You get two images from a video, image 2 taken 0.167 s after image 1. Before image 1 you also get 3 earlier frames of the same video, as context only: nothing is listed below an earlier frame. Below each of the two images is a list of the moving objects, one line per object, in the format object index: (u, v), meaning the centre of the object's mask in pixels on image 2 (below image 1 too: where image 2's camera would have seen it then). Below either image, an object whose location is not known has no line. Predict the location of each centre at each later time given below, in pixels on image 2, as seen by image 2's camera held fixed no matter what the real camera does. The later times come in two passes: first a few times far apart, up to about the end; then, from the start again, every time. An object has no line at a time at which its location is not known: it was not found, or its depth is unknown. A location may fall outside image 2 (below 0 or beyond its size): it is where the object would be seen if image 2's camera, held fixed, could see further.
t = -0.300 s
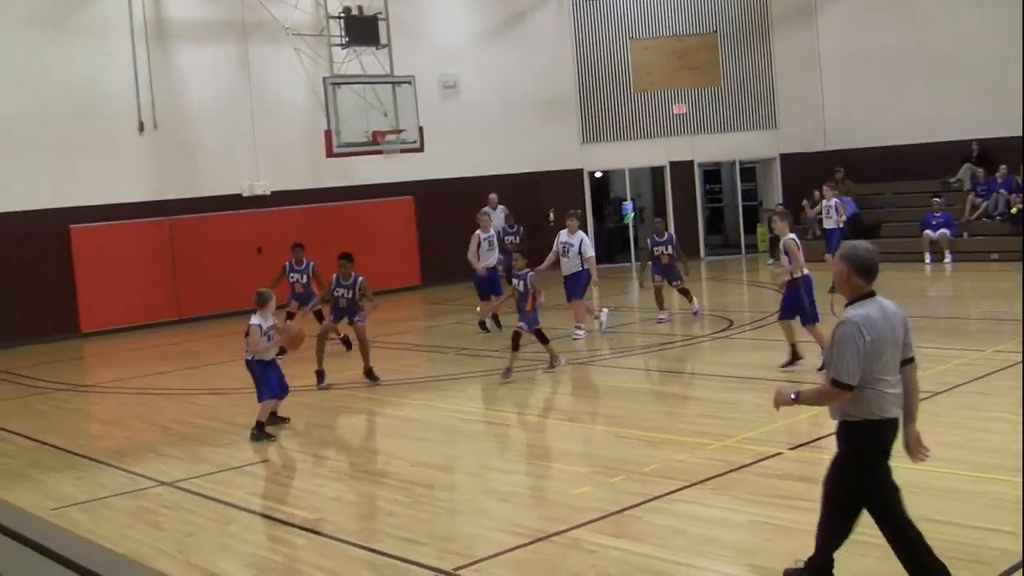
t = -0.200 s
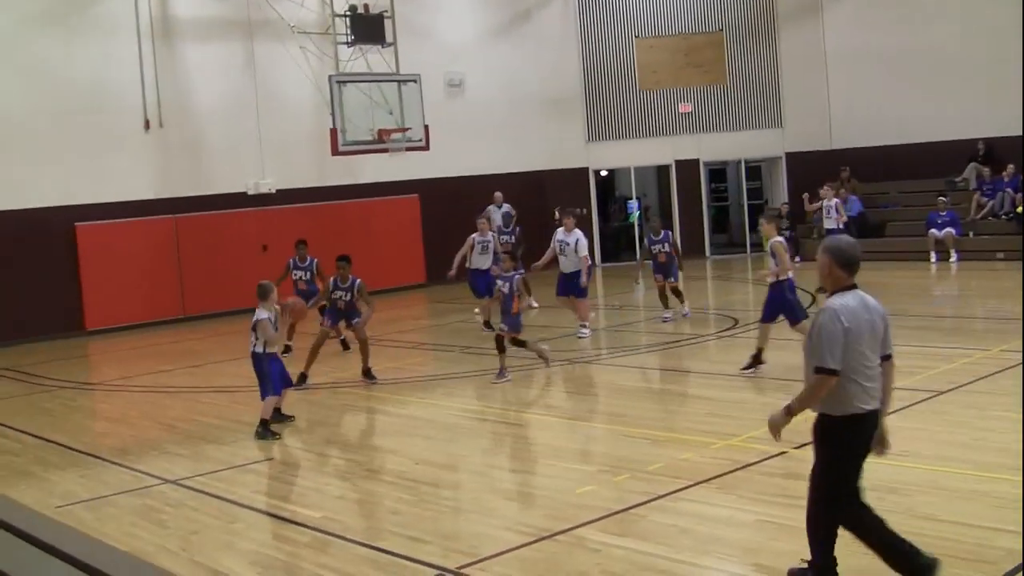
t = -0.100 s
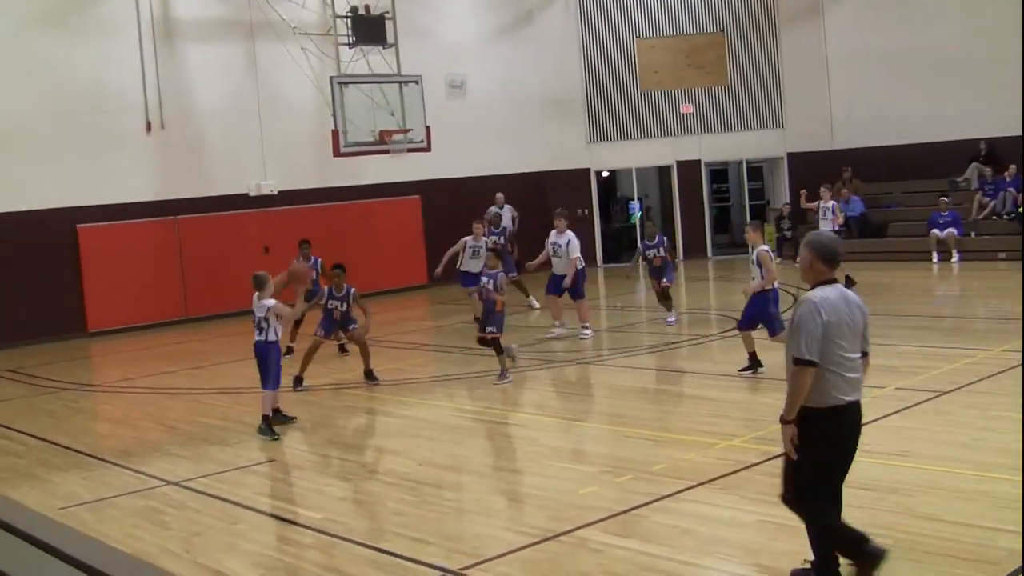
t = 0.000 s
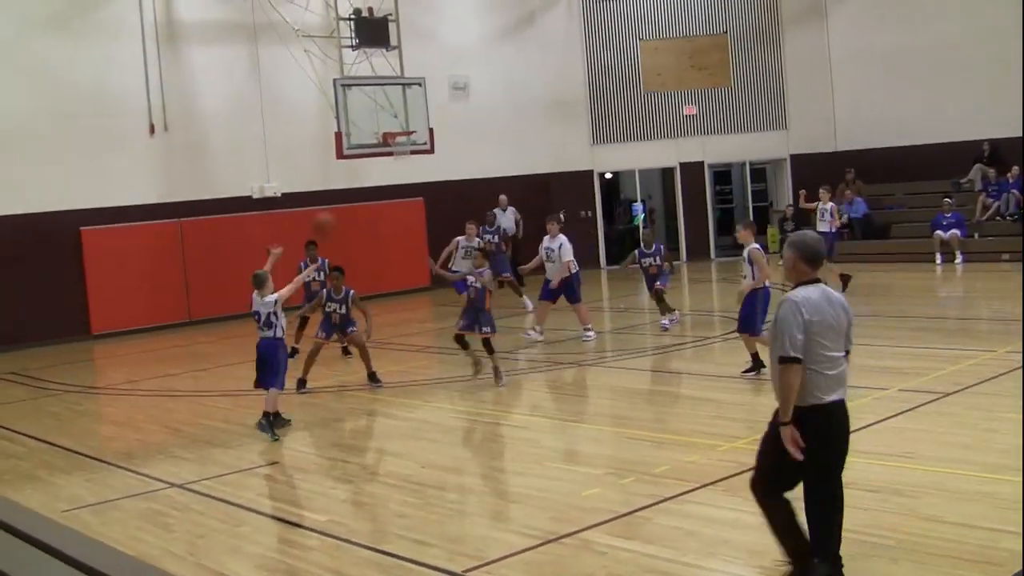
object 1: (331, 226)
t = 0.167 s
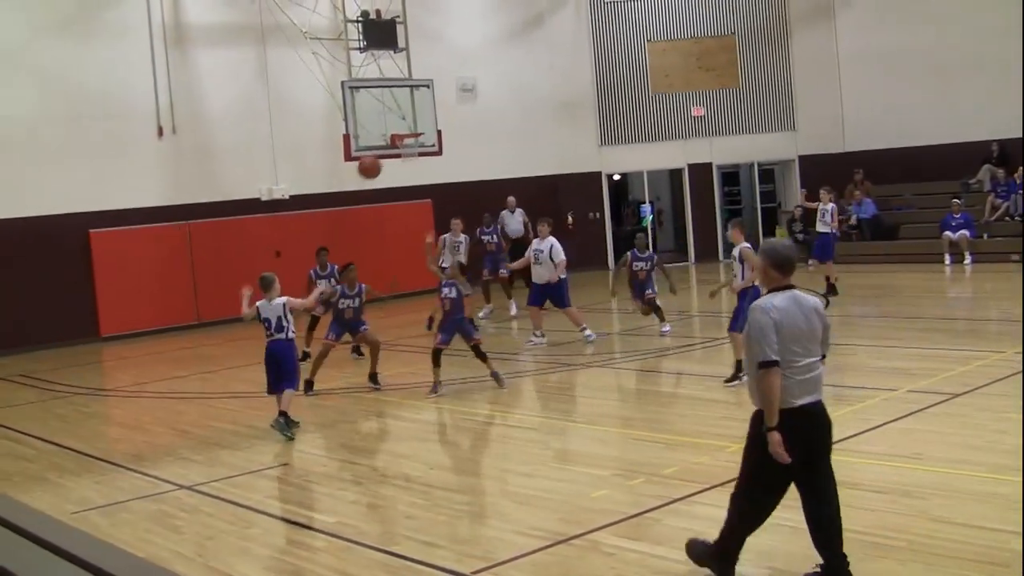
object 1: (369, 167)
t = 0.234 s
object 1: (384, 153)
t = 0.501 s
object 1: (437, 139)
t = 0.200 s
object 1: (376, 160)
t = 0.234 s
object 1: (384, 153)
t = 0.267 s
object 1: (391, 148)
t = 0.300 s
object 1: (398, 142)
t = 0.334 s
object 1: (404, 140)
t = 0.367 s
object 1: (412, 137)
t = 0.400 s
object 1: (418, 136)
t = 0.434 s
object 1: (423, 136)
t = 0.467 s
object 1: (430, 137)
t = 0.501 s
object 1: (437, 139)
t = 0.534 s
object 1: (443, 141)
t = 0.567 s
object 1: (449, 145)
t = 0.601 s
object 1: (455, 150)
